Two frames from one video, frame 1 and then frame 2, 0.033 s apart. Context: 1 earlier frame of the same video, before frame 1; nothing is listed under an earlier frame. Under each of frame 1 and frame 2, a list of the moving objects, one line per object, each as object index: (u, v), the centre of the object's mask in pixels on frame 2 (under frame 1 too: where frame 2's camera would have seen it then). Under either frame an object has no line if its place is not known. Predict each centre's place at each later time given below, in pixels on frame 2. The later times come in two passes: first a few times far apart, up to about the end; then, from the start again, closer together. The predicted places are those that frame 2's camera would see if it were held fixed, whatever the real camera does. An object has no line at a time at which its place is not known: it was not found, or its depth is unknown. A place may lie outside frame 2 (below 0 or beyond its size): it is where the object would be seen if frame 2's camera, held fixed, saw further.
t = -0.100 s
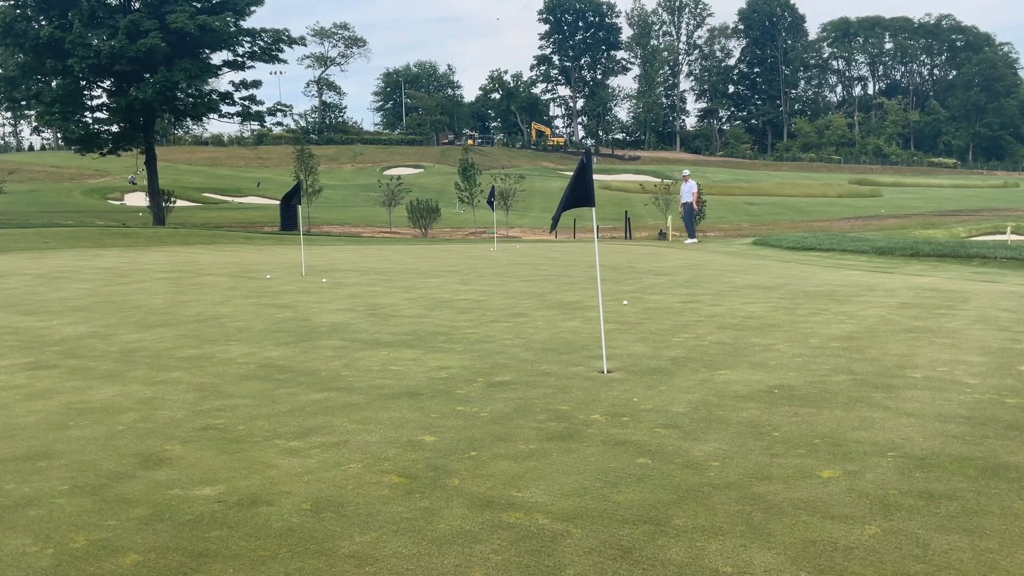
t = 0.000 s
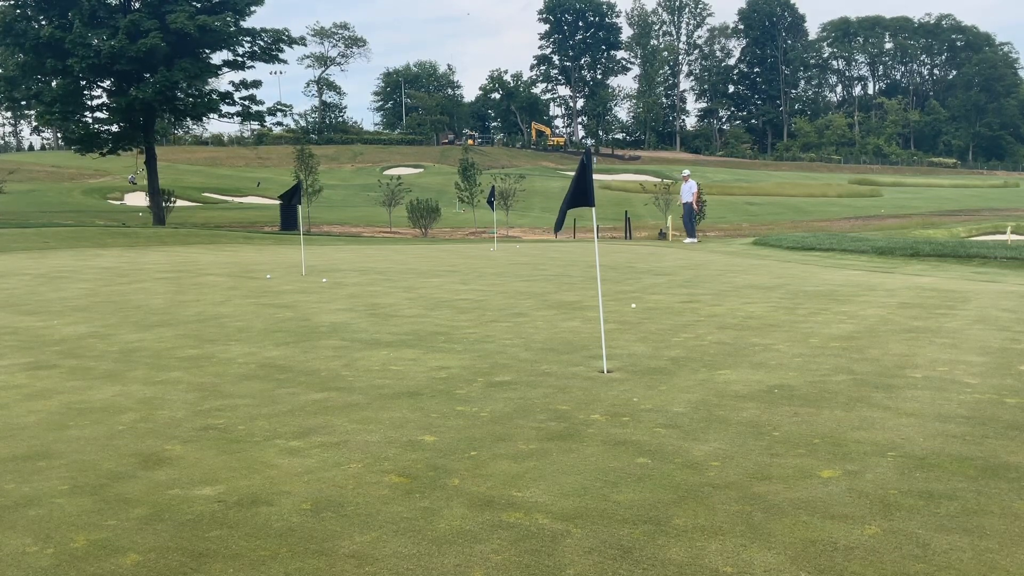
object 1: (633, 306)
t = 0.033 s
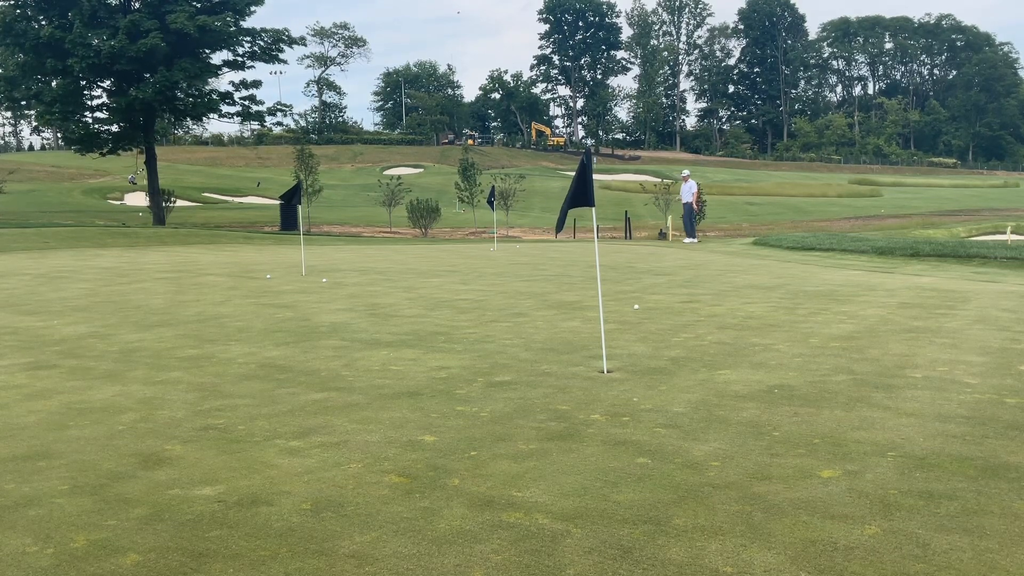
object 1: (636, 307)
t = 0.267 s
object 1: (660, 315)
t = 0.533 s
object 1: (693, 324)
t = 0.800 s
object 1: (727, 332)
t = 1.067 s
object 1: (761, 337)
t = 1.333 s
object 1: (792, 342)
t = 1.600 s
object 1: (816, 344)
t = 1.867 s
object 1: (833, 345)
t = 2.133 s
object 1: (837, 344)
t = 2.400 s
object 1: (838, 345)
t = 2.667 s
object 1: (838, 345)
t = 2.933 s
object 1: (838, 345)
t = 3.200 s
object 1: (838, 345)
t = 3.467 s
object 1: (838, 345)
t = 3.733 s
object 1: (838, 345)
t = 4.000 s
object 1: (838, 345)
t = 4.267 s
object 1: (838, 345)
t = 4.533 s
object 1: (838, 345)
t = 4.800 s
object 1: (838, 345)
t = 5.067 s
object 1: (838, 345)
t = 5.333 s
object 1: (838, 345)
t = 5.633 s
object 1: (838, 345)
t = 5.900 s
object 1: (838, 345)
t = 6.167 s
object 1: (838, 345)
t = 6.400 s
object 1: (838, 345)
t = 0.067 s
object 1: (639, 308)
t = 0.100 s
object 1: (642, 309)
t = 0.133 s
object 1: (646, 311)
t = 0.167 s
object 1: (649, 312)
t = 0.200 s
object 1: (653, 313)
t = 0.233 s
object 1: (656, 314)
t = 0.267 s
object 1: (660, 315)
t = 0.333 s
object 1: (668, 318)
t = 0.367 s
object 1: (672, 319)
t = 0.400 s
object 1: (676, 320)
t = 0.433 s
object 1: (680, 321)
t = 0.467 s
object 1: (685, 322)
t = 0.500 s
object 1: (689, 323)
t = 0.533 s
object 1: (693, 324)
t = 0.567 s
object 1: (697, 325)
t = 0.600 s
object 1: (701, 326)
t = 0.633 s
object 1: (706, 327)
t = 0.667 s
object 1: (710, 328)
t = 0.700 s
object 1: (714, 329)
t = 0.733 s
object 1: (719, 330)
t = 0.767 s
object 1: (723, 331)
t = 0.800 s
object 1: (727, 332)
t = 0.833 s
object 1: (732, 332)
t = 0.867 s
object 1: (736, 333)
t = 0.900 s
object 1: (740, 334)
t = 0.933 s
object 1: (744, 335)
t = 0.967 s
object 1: (749, 336)
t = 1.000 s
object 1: (753, 336)
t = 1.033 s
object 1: (757, 337)
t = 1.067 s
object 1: (761, 337)
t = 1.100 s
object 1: (765, 338)
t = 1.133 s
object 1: (769, 339)
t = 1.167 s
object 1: (773, 339)
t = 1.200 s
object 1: (777, 340)
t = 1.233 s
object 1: (781, 340)
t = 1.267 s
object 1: (784, 341)
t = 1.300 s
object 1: (788, 341)
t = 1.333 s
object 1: (792, 342)
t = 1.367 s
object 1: (795, 342)
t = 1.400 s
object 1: (798, 342)
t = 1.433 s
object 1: (802, 343)
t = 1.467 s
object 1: (805, 343)
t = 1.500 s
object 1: (808, 344)
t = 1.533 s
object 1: (811, 344)
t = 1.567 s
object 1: (814, 344)
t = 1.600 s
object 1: (816, 344)
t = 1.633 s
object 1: (819, 344)
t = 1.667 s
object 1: (821, 344)
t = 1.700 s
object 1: (824, 345)
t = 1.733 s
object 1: (826, 345)
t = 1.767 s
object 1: (828, 345)
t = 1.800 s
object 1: (830, 345)
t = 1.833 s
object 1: (832, 345)
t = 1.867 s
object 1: (833, 345)
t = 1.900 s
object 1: (835, 345)
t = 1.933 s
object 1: (836, 345)
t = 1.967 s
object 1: (837, 345)
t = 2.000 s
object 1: (837, 345)
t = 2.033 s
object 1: (837, 345)
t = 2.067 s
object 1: (837, 345)
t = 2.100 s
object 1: (837, 344)
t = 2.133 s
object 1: (837, 344)
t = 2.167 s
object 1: (837, 344)
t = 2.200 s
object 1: (837, 345)
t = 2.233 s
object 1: (837, 345)
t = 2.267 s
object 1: (838, 345)
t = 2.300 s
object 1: (838, 345)
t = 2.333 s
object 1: (838, 345)
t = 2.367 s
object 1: (838, 345)
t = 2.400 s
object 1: (838, 345)
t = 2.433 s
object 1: (838, 345)
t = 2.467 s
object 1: (838, 345)
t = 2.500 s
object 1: (838, 345)
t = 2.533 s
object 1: (838, 345)
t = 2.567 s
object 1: (838, 345)
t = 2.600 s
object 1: (838, 345)
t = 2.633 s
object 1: (838, 345)
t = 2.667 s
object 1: (838, 345)
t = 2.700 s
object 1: (838, 345)
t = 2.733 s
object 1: (838, 345)
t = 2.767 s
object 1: (838, 345)
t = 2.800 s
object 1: (838, 345)
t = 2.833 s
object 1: (838, 345)
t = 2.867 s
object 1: (838, 345)
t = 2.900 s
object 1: (838, 345)
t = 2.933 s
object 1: (838, 345)
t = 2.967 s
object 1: (838, 345)
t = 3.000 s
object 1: (838, 345)
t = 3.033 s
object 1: (838, 345)
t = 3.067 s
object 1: (838, 345)
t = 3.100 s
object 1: (838, 345)
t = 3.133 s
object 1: (838, 345)
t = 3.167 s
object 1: (838, 345)
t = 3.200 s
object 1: (838, 345)
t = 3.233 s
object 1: (838, 345)
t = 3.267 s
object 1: (838, 345)
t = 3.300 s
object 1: (838, 345)
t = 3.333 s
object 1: (838, 345)
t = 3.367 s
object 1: (838, 345)
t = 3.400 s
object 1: (838, 345)
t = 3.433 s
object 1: (838, 345)
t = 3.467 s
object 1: (838, 345)
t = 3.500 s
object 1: (838, 345)
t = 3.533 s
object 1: (838, 345)
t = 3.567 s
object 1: (838, 345)
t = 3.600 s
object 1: (838, 345)
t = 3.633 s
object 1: (838, 345)
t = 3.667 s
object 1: (838, 345)
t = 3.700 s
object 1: (838, 345)
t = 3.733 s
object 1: (838, 345)
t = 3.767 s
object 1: (838, 345)
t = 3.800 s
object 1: (838, 345)
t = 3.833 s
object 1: (838, 345)
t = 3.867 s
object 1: (838, 345)
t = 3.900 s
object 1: (838, 345)
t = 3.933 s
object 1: (838, 345)
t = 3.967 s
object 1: (838, 345)
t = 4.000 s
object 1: (838, 345)
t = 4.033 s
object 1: (838, 345)
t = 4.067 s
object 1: (838, 345)
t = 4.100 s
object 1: (838, 345)
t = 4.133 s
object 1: (838, 345)
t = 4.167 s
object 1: (838, 345)
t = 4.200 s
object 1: (838, 345)
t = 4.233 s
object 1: (838, 345)
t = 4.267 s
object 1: (838, 345)
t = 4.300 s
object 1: (838, 345)
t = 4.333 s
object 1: (838, 345)
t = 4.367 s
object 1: (838, 345)
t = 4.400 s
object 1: (838, 345)
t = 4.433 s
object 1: (838, 345)
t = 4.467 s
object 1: (838, 345)
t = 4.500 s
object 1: (838, 345)
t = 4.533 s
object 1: (838, 345)
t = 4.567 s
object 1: (838, 345)
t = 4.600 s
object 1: (838, 345)
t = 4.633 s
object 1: (838, 345)
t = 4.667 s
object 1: (838, 345)
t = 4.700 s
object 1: (838, 345)
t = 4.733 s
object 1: (838, 345)
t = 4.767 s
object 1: (838, 345)
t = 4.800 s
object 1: (838, 345)
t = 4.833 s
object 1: (838, 345)
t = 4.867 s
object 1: (838, 345)
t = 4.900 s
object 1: (838, 345)
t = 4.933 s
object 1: (838, 345)
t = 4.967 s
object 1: (838, 345)
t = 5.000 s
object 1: (838, 345)
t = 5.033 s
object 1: (838, 345)
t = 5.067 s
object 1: (838, 345)
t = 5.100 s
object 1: (838, 345)
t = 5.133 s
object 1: (838, 345)
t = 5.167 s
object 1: (838, 345)
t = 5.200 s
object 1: (838, 345)
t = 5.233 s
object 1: (838, 345)
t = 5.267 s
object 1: (838, 345)
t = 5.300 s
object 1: (838, 345)
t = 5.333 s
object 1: (838, 345)
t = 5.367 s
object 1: (838, 345)
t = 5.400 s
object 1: (838, 345)
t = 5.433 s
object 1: (838, 345)
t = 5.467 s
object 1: (838, 345)
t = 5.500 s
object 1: (838, 345)
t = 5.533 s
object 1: (838, 345)
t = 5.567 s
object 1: (838, 345)
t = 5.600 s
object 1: (838, 345)
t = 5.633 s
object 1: (838, 345)
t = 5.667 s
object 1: (838, 345)
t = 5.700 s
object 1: (838, 345)
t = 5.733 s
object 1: (838, 345)
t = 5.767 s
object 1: (838, 345)
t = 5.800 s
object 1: (838, 345)
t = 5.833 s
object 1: (838, 345)
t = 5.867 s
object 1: (838, 345)
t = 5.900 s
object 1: (838, 345)
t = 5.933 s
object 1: (838, 345)
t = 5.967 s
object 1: (838, 345)
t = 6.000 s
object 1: (838, 345)
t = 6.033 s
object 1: (838, 345)
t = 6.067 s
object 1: (838, 345)
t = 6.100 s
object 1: (838, 345)
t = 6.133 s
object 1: (838, 345)
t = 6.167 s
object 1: (838, 345)
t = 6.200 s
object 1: (838, 345)
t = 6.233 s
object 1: (838, 345)
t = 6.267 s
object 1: (838, 345)
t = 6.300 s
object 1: (838, 345)
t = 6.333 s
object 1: (838, 345)
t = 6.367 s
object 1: (838, 345)
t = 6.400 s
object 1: (838, 345)
